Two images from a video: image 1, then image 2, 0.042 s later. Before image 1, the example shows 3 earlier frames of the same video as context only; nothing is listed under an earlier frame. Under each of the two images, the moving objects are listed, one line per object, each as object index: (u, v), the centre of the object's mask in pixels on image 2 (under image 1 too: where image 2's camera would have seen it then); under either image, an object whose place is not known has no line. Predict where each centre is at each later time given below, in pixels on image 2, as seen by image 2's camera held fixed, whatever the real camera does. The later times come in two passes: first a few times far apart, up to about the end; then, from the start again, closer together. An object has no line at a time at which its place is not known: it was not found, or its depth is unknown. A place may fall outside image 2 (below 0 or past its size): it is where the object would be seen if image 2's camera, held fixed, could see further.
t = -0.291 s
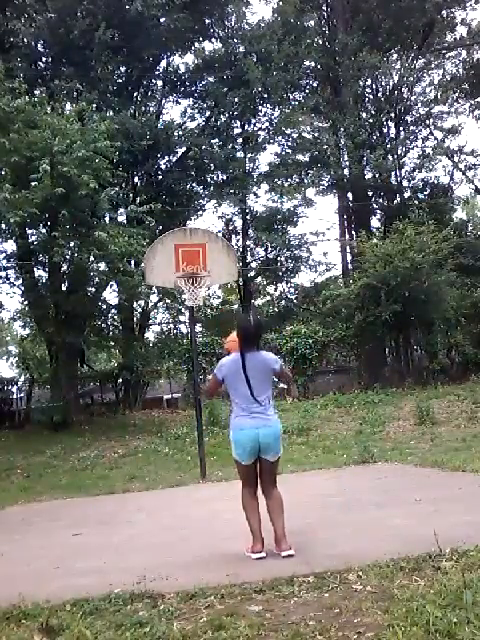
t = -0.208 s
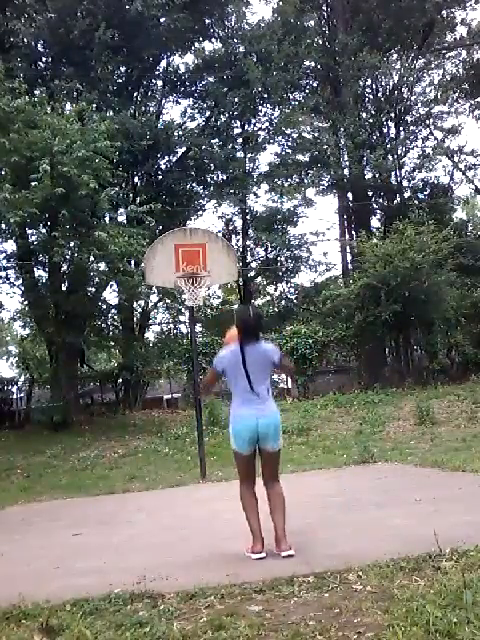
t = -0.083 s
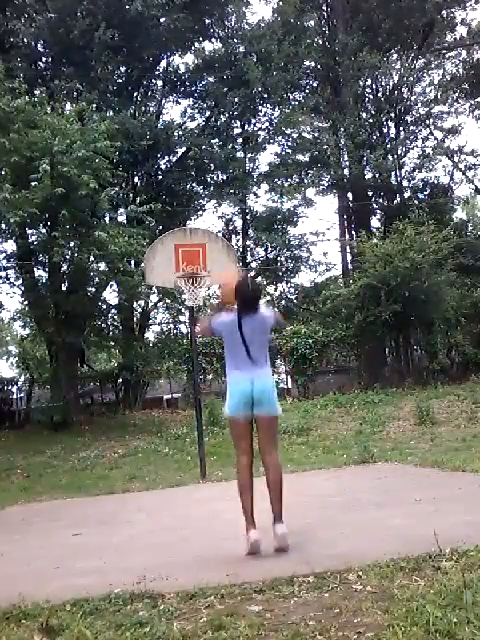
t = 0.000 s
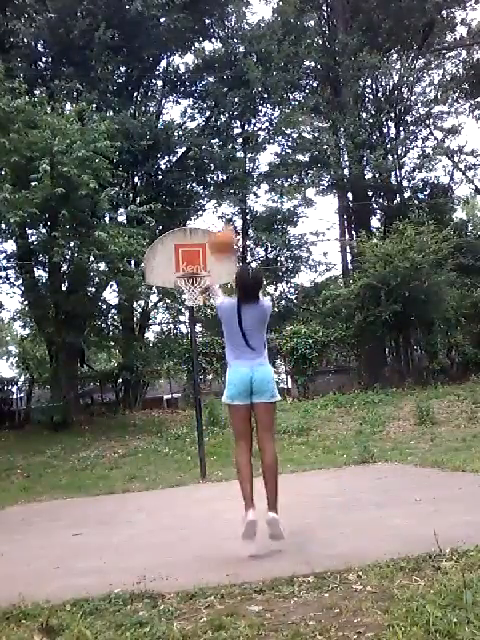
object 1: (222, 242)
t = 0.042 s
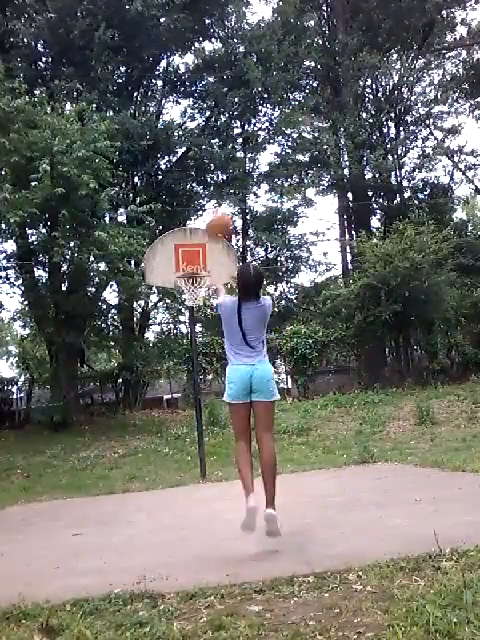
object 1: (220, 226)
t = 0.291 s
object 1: (201, 180)
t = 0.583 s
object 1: (193, 200)
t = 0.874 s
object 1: (192, 264)
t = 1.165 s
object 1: (194, 290)
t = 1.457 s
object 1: (192, 328)
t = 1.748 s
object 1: (196, 422)
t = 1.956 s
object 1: (197, 450)
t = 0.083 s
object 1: (214, 207)
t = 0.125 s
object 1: (210, 198)
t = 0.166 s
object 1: (207, 190)
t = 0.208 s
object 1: (205, 185)
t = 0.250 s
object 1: (203, 181)
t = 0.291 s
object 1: (201, 180)
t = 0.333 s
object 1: (200, 179)
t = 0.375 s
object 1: (198, 180)
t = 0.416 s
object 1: (196, 182)
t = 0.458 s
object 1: (196, 185)
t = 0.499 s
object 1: (194, 189)
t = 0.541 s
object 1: (193, 195)
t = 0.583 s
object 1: (193, 200)
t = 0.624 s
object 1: (193, 209)
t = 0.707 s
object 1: (191, 227)
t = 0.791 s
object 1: (191, 251)
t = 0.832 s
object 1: (193, 259)
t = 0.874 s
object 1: (192, 264)
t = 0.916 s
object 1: (193, 268)
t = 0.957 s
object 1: (199, 281)
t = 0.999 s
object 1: (198, 287)
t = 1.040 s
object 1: (197, 289)
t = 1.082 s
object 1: (195, 289)
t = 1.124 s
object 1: (194, 289)
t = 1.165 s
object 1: (194, 290)
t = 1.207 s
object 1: (195, 293)
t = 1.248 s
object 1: (194, 296)
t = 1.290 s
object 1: (192, 300)
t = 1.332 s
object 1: (192, 301)
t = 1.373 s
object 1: (192, 312)
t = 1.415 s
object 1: (192, 319)
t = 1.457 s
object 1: (192, 328)
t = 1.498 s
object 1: (192, 339)
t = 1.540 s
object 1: (192, 350)
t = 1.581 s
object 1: (193, 360)
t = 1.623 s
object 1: (192, 374)
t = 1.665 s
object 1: (193, 389)
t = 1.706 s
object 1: (194, 404)
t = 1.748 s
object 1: (196, 422)
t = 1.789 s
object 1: (197, 439)
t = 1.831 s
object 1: (199, 456)
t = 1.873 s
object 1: (199, 477)
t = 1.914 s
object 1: (198, 461)
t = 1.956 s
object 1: (197, 450)
